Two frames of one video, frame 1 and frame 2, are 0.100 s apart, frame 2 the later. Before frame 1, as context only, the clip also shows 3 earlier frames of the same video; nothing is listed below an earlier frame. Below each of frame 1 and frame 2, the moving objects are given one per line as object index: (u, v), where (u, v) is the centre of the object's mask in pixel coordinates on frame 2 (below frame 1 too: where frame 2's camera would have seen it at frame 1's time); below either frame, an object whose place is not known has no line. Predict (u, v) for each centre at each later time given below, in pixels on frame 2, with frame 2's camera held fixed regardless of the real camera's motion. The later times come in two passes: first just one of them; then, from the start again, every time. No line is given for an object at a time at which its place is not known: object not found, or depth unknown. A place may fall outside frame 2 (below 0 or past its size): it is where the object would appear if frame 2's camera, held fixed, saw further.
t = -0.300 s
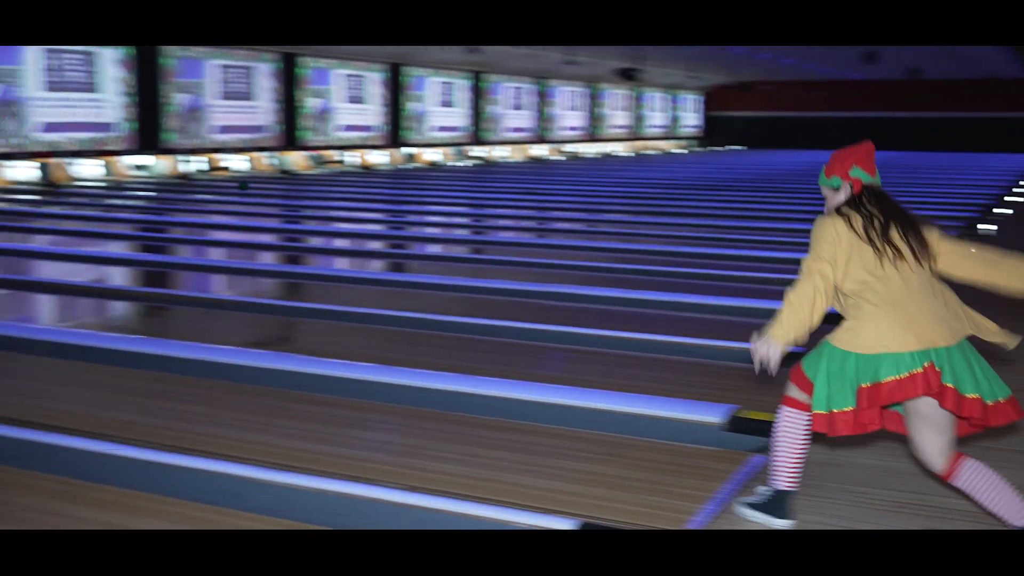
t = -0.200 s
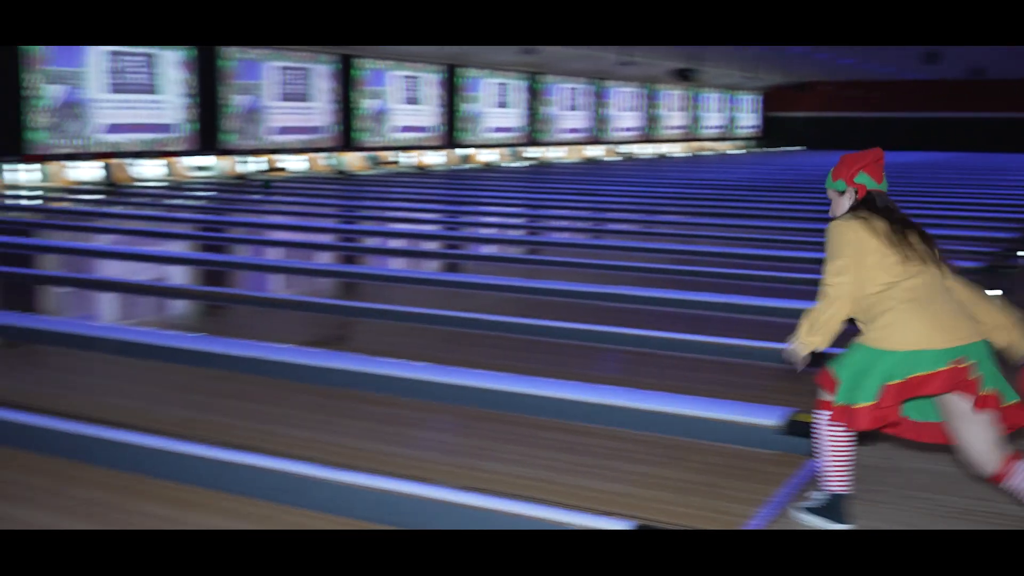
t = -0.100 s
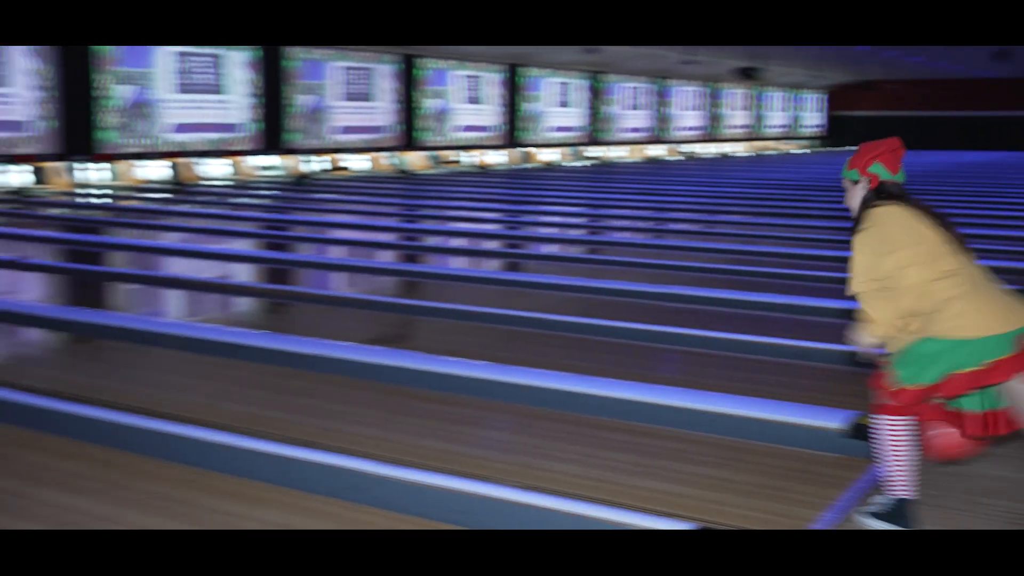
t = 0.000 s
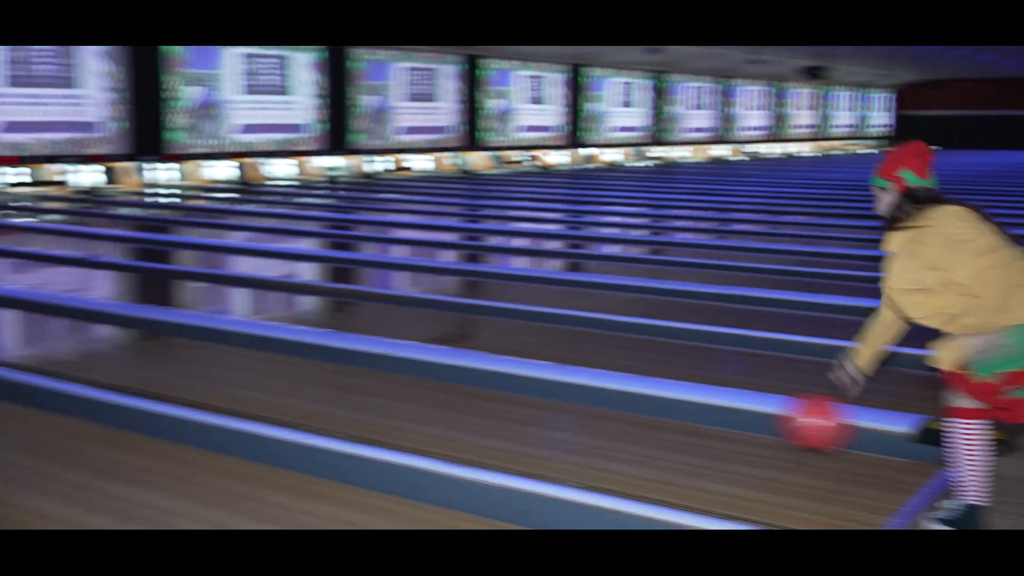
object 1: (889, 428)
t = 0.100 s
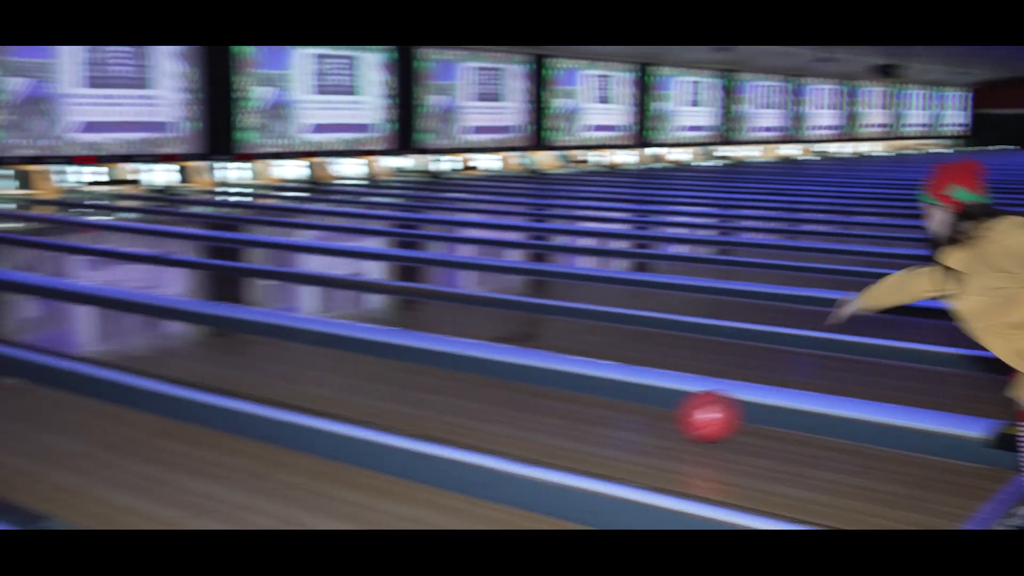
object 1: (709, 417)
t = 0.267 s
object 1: (477, 385)
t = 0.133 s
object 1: (656, 417)
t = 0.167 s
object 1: (607, 407)
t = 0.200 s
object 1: (560, 399)
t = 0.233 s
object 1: (517, 392)
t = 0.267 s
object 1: (477, 385)
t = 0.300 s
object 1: (438, 379)
